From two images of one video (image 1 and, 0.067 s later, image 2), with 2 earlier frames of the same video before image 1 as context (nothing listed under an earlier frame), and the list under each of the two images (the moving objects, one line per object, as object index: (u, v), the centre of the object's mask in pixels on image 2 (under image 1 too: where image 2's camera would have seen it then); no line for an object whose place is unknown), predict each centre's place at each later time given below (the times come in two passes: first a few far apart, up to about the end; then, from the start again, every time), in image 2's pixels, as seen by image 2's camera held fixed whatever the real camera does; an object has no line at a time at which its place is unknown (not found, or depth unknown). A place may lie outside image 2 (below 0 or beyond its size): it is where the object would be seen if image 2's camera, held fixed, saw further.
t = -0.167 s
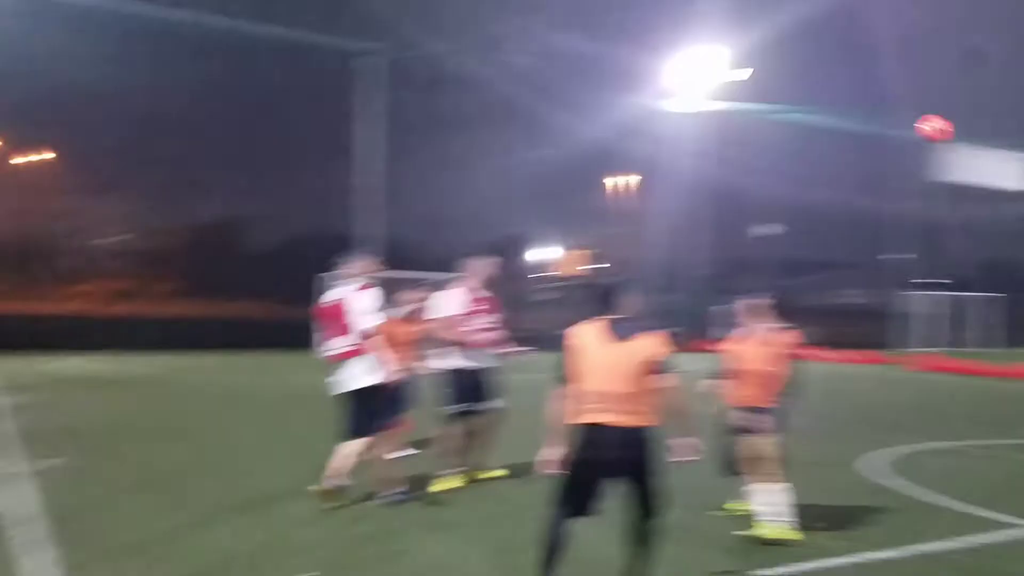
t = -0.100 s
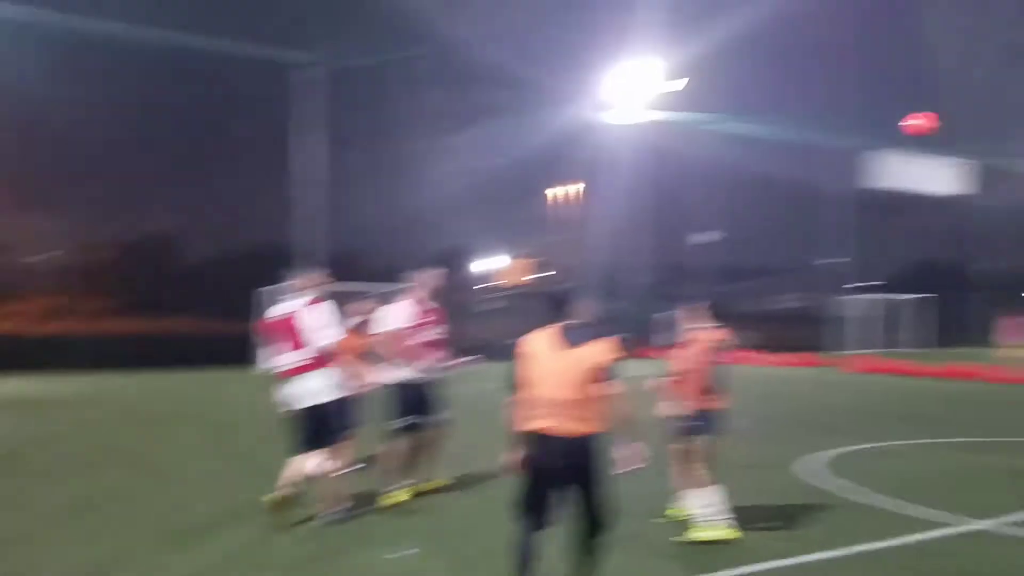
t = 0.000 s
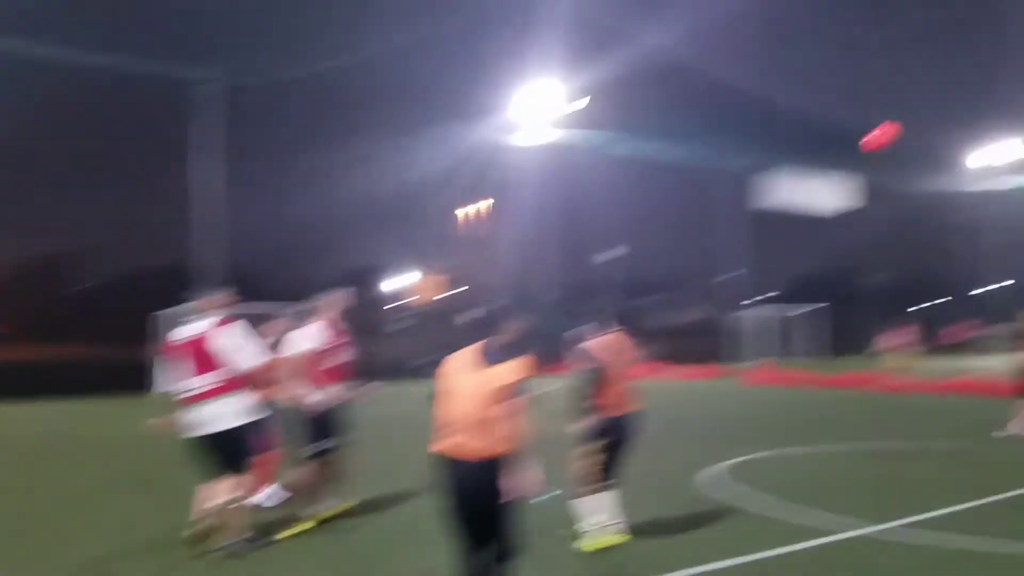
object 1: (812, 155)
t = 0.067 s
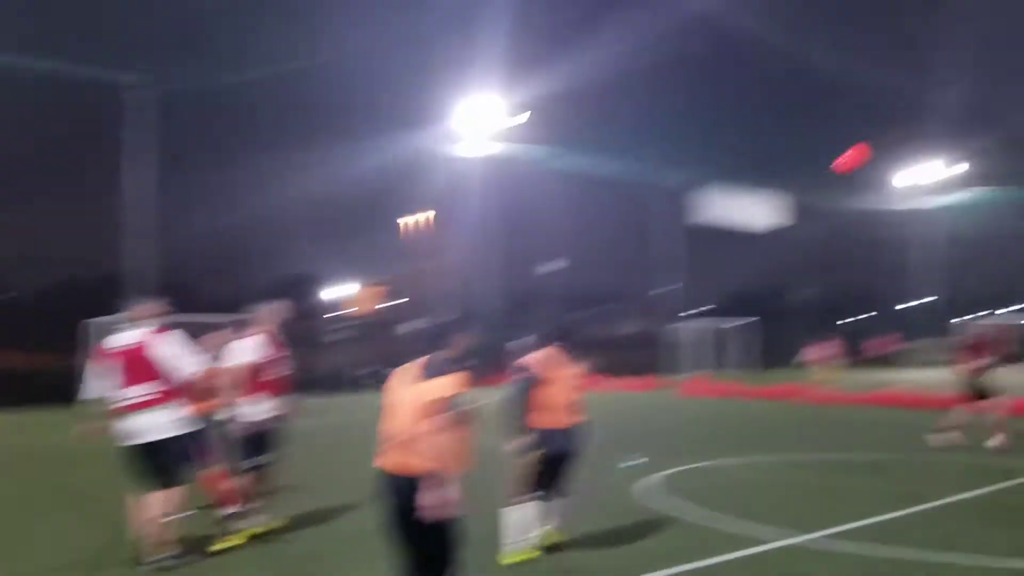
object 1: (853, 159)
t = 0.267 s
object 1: (959, 195)
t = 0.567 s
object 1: (1094, 292)
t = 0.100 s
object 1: (871, 163)
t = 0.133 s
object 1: (888, 167)
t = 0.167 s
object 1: (905, 172)
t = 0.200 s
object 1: (925, 180)
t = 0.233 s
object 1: (941, 188)
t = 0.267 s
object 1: (959, 195)
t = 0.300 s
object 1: (976, 204)
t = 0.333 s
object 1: (991, 213)
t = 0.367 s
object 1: (1007, 222)
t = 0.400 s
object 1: (1022, 232)
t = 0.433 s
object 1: (1037, 243)
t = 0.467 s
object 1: (1052, 254)
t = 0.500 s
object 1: (1067, 266)
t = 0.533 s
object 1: (1081, 279)
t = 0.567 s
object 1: (1094, 292)
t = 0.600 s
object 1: (1105, 304)
